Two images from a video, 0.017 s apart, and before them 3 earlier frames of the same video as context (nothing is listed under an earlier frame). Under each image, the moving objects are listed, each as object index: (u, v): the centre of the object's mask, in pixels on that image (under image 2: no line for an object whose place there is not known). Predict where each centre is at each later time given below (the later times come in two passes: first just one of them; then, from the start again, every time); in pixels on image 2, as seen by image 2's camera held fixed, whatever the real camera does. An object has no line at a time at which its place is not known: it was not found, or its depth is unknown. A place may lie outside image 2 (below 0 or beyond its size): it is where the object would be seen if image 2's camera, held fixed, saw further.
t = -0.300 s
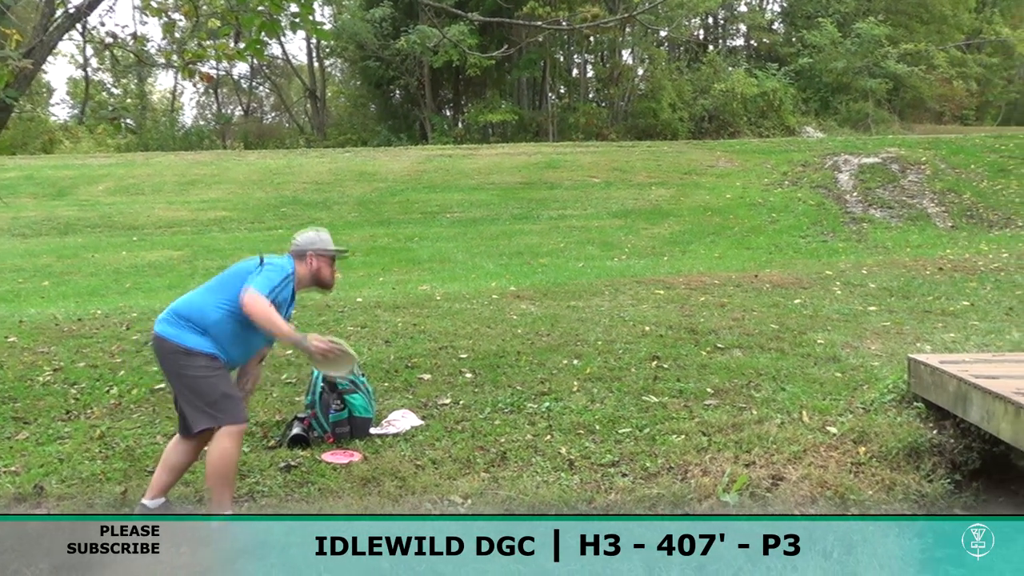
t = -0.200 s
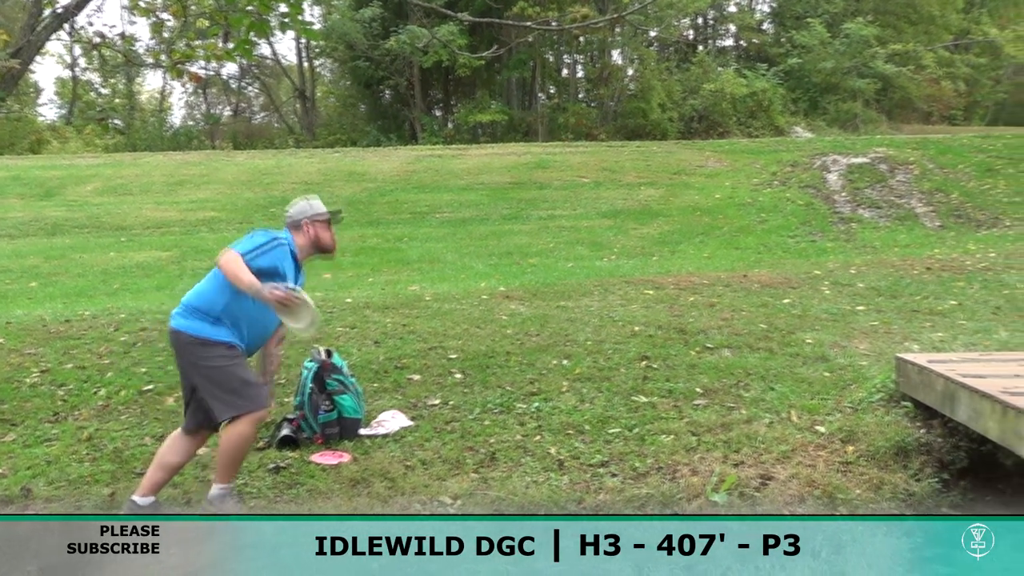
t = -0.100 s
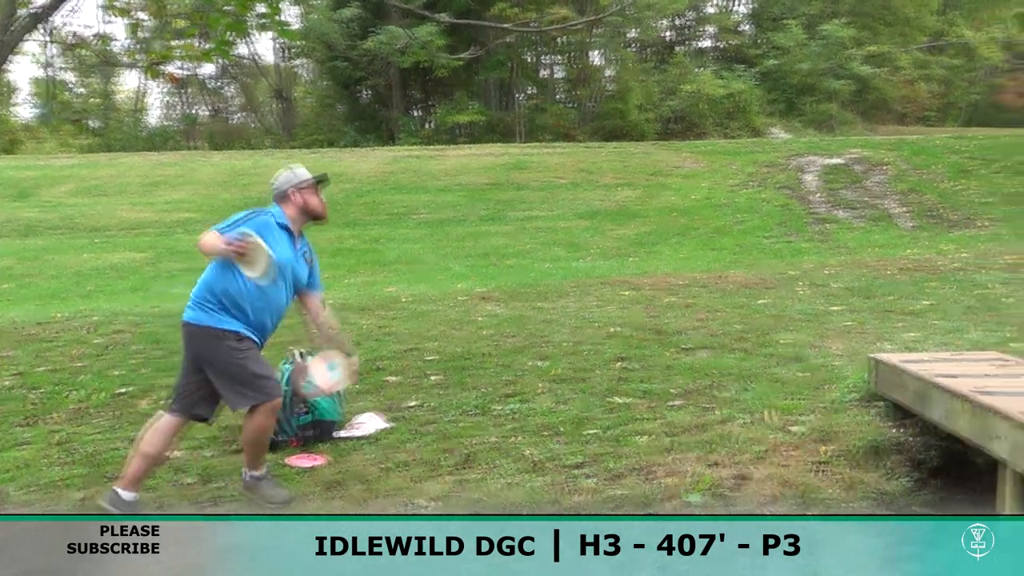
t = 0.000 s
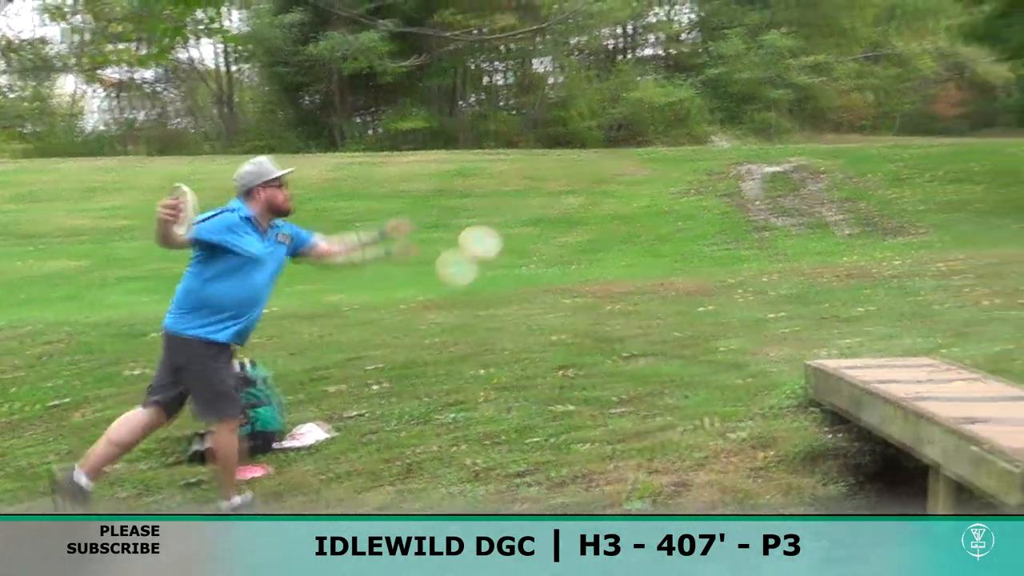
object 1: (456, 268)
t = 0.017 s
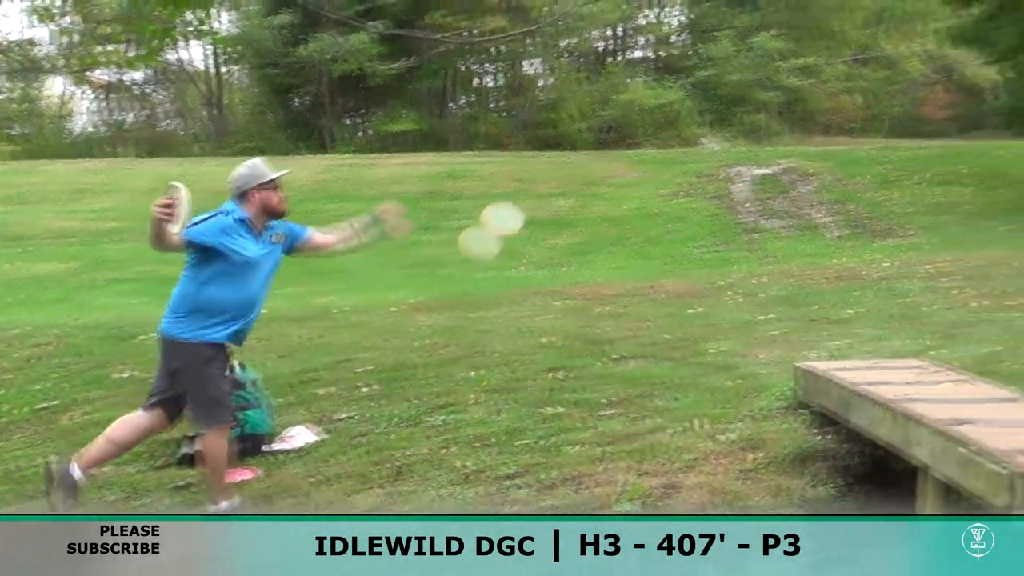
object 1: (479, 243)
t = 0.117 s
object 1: (661, 110)
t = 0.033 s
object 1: (512, 218)
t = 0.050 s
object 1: (544, 193)
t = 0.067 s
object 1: (574, 170)
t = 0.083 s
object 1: (605, 148)
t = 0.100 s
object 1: (633, 127)
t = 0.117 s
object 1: (661, 110)
